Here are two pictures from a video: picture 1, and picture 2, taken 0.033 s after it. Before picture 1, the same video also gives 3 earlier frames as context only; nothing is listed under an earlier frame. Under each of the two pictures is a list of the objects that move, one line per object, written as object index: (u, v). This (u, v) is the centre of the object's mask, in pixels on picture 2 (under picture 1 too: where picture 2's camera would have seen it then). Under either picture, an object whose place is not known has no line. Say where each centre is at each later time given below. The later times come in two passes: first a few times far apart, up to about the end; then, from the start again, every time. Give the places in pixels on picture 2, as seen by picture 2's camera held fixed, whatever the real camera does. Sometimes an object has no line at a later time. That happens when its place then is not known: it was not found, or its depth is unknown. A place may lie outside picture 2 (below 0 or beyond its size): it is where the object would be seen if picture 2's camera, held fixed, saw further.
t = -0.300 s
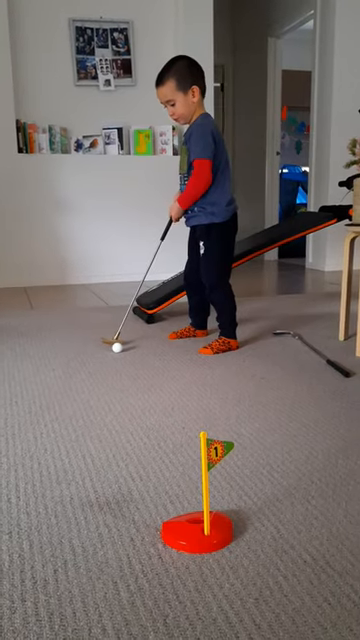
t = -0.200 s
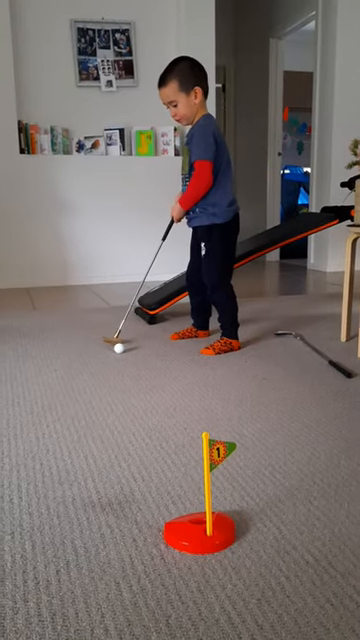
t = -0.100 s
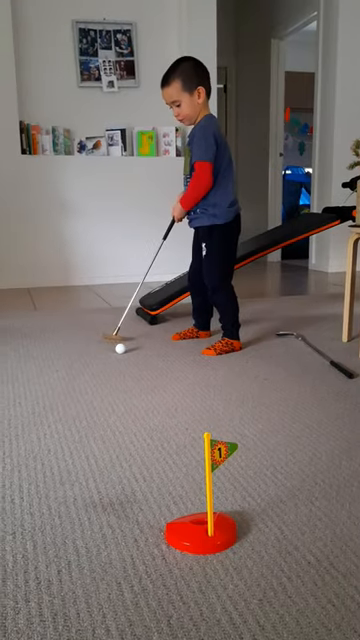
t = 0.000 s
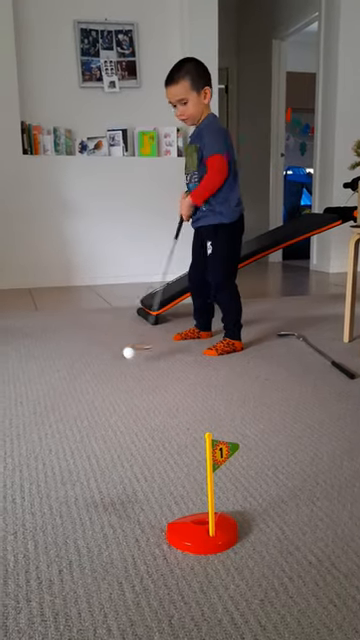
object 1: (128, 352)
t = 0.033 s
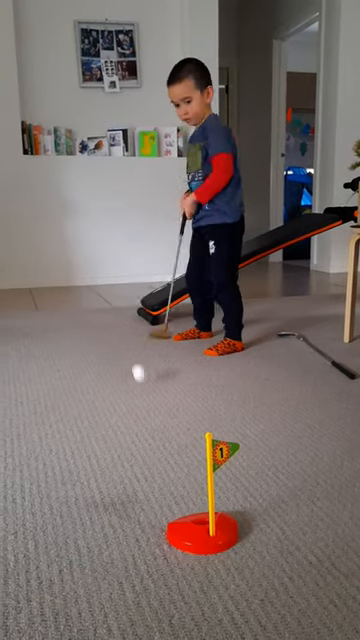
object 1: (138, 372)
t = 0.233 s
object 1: (190, 505)
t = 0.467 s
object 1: (42, 625)
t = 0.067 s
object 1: (149, 399)
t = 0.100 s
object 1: (160, 425)
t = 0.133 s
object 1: (174, 456)
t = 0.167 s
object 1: (189, 490)
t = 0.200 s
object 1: (196, 502)
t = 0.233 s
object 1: (190, 505)
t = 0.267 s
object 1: (162, 515)
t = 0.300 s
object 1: (138, 528)
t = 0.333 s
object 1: (118, 537)
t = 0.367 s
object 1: (100, 554)
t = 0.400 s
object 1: (82, 577)
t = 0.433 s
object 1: (62, 603)
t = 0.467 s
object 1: (42, 625)
